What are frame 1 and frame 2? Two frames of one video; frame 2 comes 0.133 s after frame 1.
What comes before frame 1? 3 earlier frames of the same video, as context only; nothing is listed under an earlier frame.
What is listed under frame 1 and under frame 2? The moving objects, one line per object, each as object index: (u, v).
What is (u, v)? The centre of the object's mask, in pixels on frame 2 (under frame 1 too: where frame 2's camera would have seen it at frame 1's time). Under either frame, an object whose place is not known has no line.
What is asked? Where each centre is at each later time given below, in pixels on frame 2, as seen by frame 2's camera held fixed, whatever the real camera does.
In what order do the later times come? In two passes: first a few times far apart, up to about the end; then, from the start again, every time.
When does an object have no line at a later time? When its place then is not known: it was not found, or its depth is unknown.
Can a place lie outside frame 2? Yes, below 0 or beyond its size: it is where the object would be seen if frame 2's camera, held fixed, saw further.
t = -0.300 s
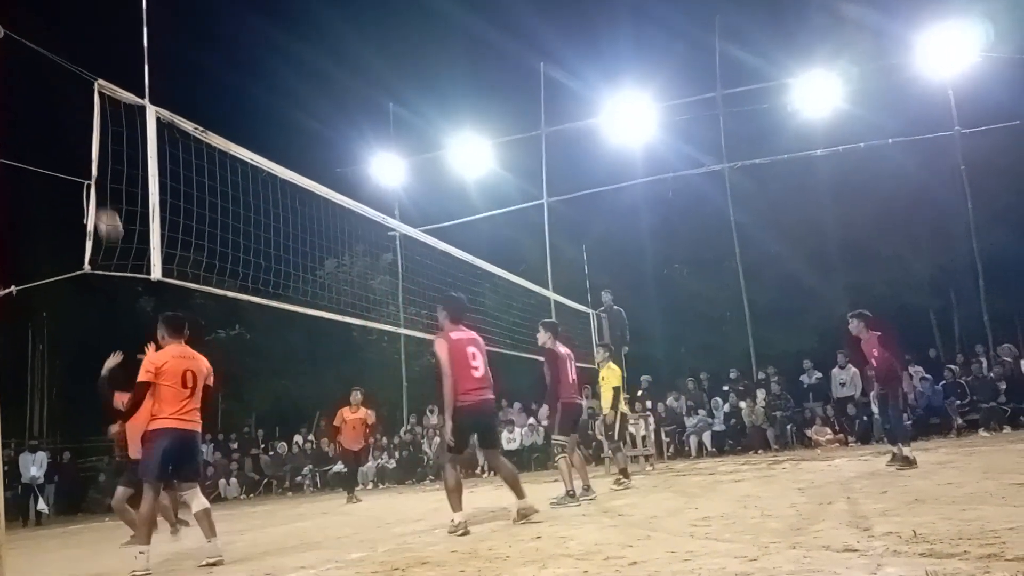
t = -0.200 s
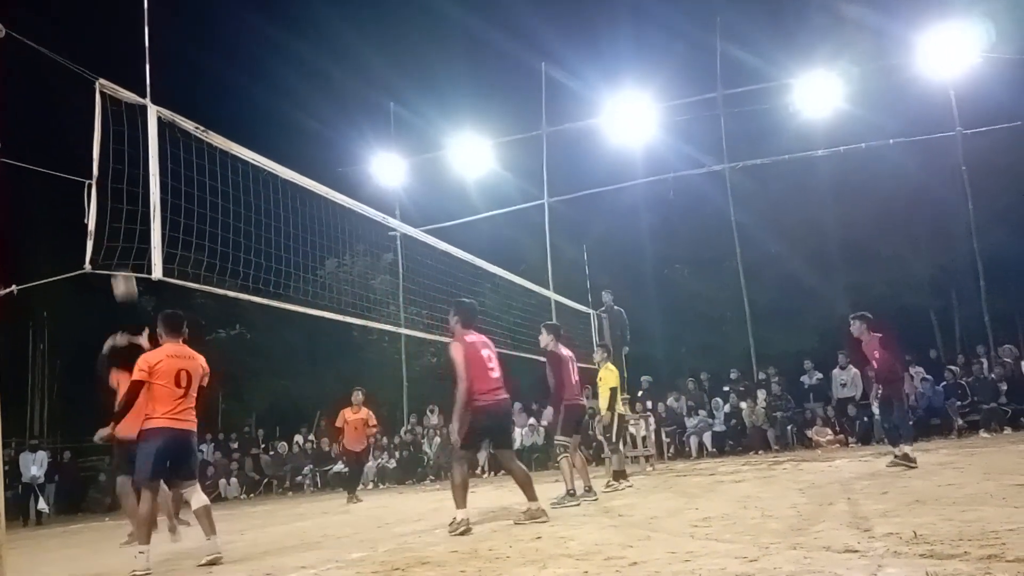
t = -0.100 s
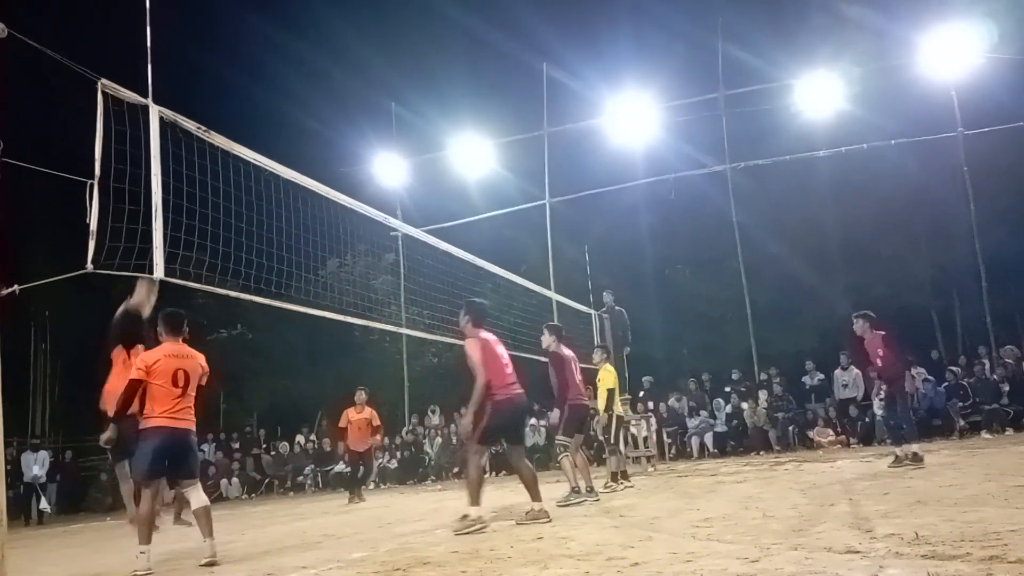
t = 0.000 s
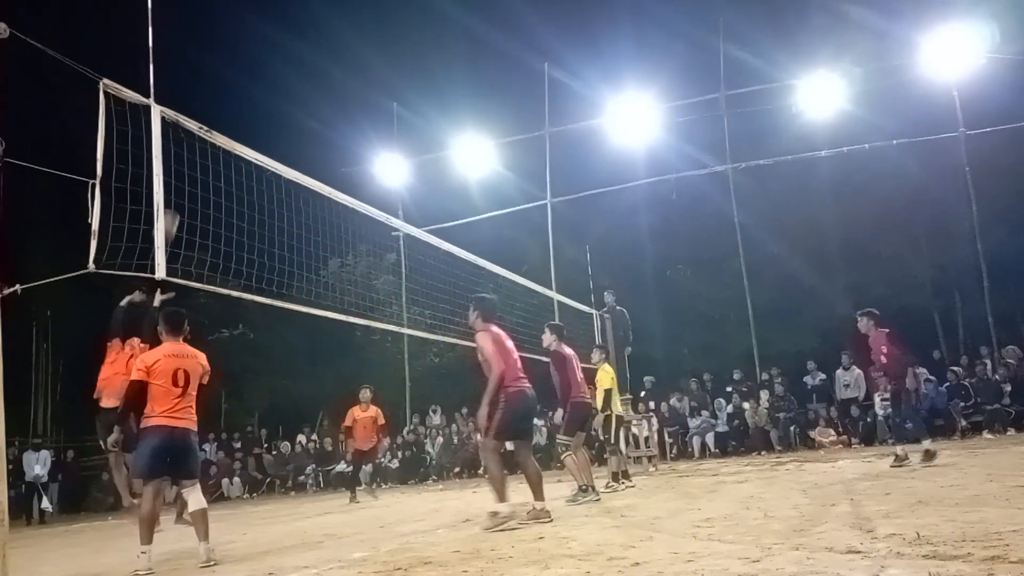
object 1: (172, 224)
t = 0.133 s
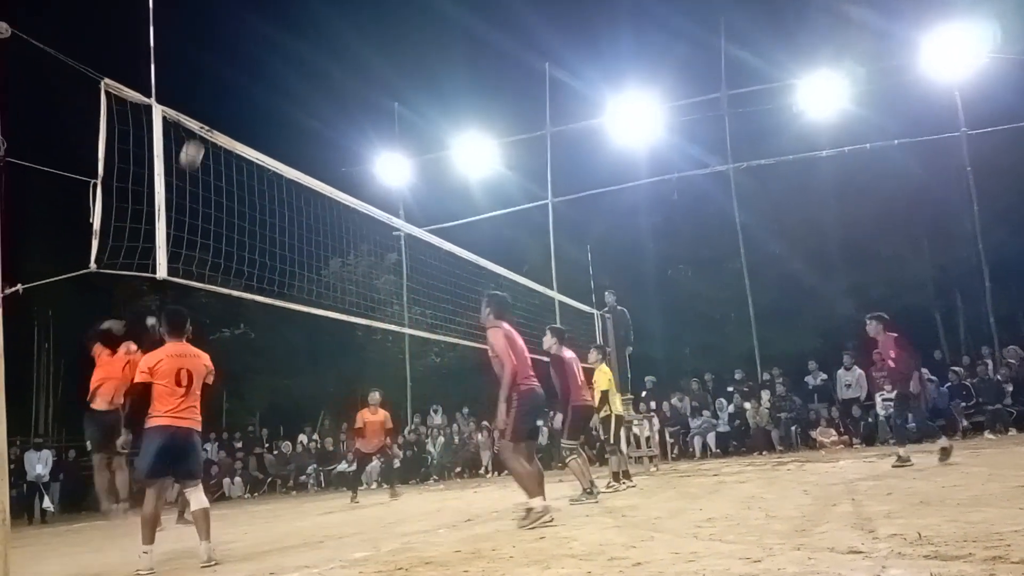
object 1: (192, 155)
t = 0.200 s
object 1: (203, 124)
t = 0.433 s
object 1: (243, 59)
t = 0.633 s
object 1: (276, 39)
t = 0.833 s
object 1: (310, 52)
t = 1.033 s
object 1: (345, 97)
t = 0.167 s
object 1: (195, 143)
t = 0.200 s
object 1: (203, 124)
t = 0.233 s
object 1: (209, 113)
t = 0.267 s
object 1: (214, 102)
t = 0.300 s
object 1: (220, 91)
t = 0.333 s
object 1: (225, 82)
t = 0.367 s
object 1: (231, 73)
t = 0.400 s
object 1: (237, 66)
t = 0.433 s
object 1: (243, 59)
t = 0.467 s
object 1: (248, 53)
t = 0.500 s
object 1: (254, 49)
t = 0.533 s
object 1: (259, 45)
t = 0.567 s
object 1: (265, 42)
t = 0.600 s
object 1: (271, 40)
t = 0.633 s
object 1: (276, 39)
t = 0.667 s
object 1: (282, 39)
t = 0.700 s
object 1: (288, 40)
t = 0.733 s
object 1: (293, 41)
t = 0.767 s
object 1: (299, 44)
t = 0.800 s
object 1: (305, 48)
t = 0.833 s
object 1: (310, 52)
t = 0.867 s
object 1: (316, 58)
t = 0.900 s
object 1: (322, 64)
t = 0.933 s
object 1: (328, 71)
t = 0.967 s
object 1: (334, 79)
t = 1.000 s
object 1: (339, 88)
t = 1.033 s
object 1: (345, 97)
